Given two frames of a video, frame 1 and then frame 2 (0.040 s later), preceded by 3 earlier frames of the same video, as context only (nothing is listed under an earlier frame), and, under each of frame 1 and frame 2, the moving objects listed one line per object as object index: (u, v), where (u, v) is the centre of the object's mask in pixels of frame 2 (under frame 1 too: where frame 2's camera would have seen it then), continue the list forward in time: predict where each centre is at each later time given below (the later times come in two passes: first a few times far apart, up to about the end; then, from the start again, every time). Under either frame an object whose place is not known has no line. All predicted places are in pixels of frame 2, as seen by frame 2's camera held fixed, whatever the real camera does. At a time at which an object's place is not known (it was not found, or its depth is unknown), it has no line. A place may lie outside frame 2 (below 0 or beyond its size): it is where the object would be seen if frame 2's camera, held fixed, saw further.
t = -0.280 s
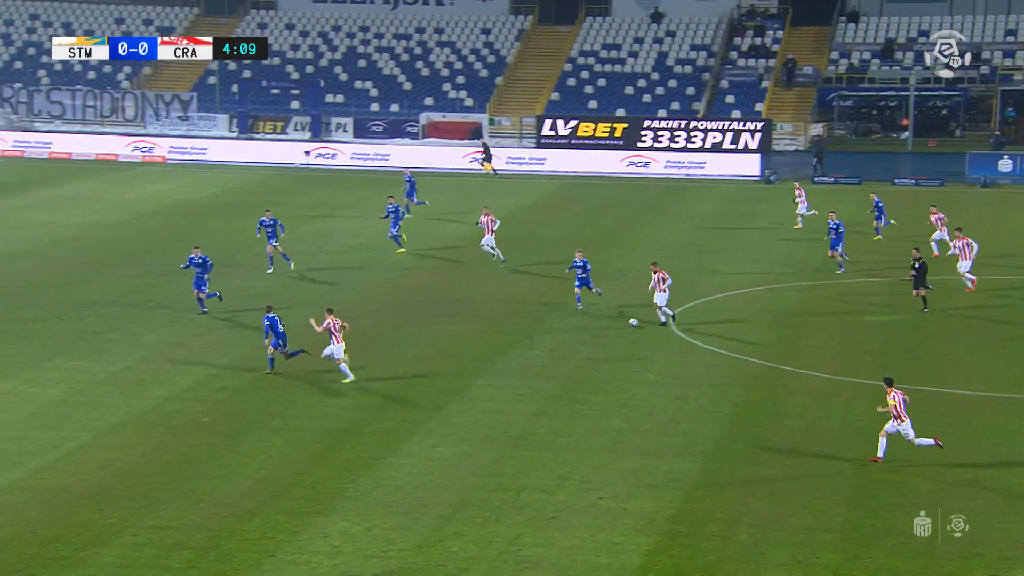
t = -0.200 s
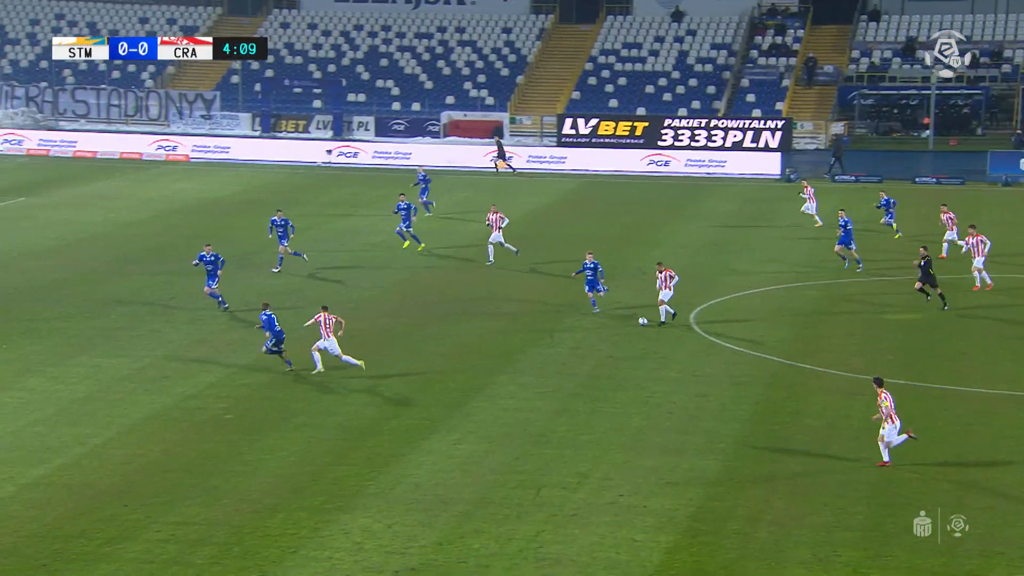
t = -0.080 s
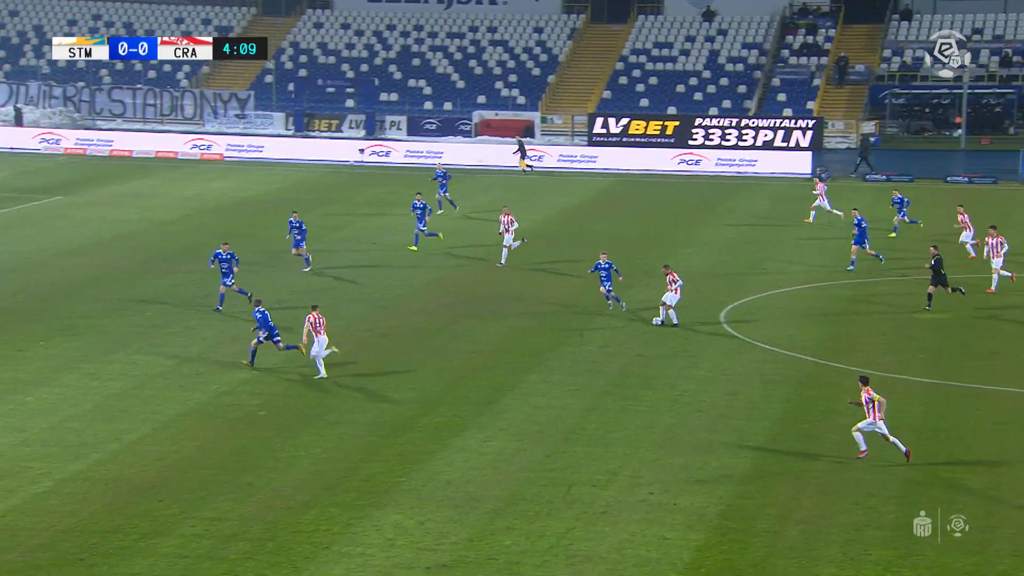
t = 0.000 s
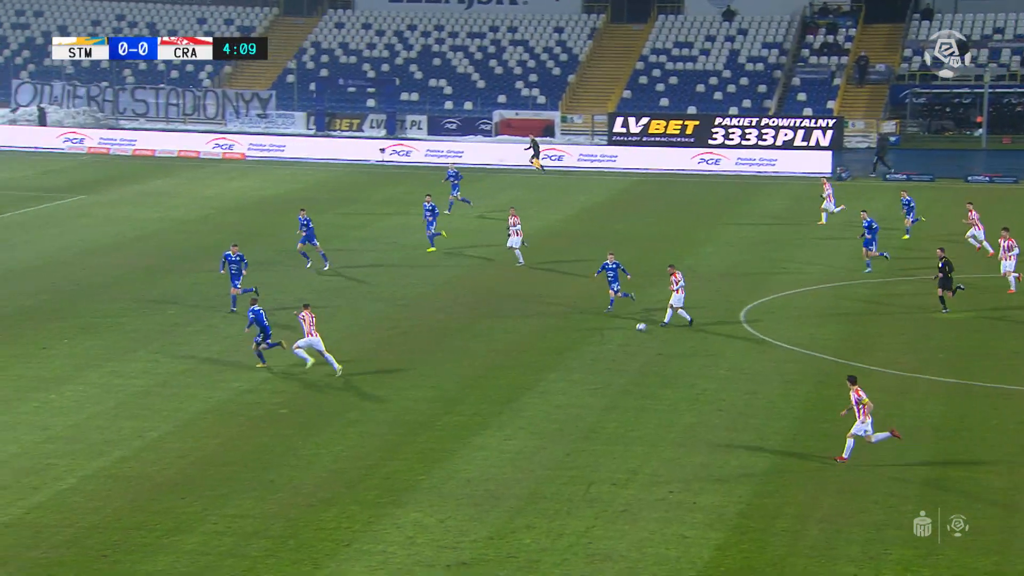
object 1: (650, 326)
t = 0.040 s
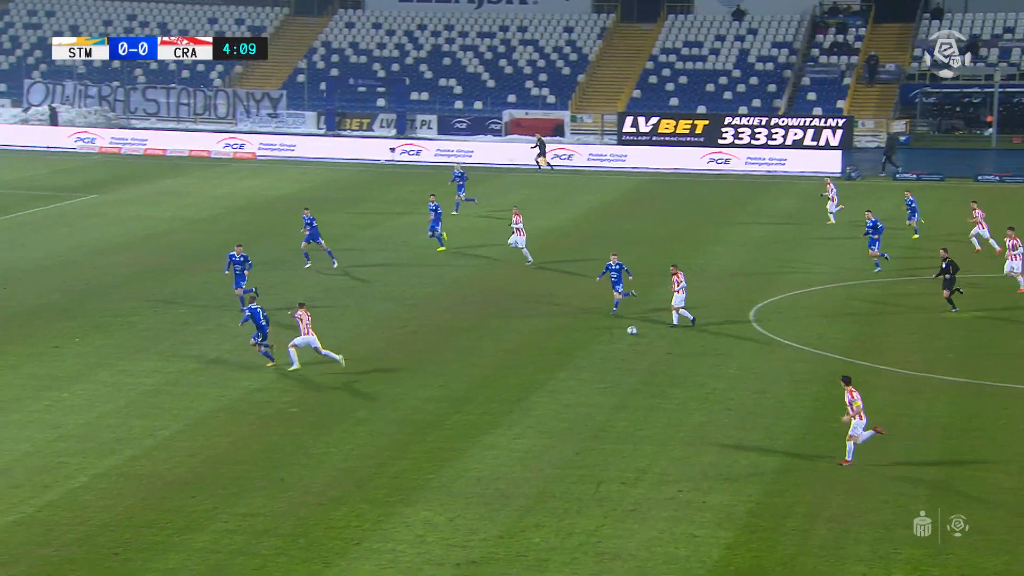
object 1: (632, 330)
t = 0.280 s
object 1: (524, 351)
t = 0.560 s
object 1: (403, 380)
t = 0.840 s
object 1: (288, 406)
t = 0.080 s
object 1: (614, 334)
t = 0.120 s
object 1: (595, 338)
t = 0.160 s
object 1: (577, 342)
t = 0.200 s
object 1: (559, 345)
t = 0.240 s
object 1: (542, 347)
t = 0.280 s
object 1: (524, 351)
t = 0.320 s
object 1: (507, 356)
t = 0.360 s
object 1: (489, 360)
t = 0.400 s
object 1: (472, 363)
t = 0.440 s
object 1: (455, 366)
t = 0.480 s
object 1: (437, 370)
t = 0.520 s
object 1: (420, 375)
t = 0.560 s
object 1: (403, 380)
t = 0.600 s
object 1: (387, 383)
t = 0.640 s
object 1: (370, 386)
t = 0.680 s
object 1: (354, 391)
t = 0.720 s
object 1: (337, 396)
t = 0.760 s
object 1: (321, 398)
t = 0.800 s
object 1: (304, 402)
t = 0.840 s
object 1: (288, 406)
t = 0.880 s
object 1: (272, 411)
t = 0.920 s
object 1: (255, 417)
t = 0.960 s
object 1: (239, 419)
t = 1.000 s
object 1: (223, 422)
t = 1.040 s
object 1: (207, 427)
